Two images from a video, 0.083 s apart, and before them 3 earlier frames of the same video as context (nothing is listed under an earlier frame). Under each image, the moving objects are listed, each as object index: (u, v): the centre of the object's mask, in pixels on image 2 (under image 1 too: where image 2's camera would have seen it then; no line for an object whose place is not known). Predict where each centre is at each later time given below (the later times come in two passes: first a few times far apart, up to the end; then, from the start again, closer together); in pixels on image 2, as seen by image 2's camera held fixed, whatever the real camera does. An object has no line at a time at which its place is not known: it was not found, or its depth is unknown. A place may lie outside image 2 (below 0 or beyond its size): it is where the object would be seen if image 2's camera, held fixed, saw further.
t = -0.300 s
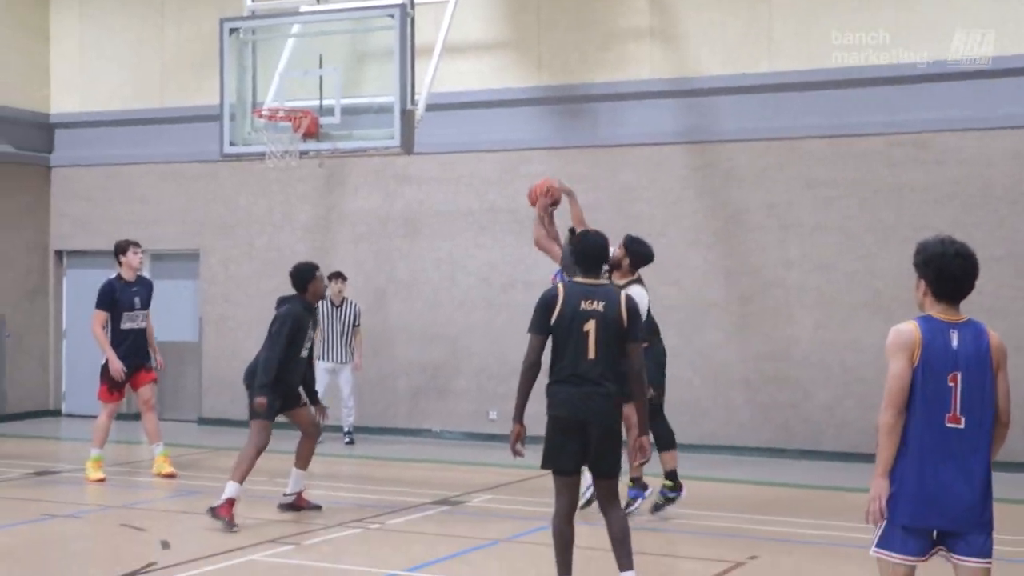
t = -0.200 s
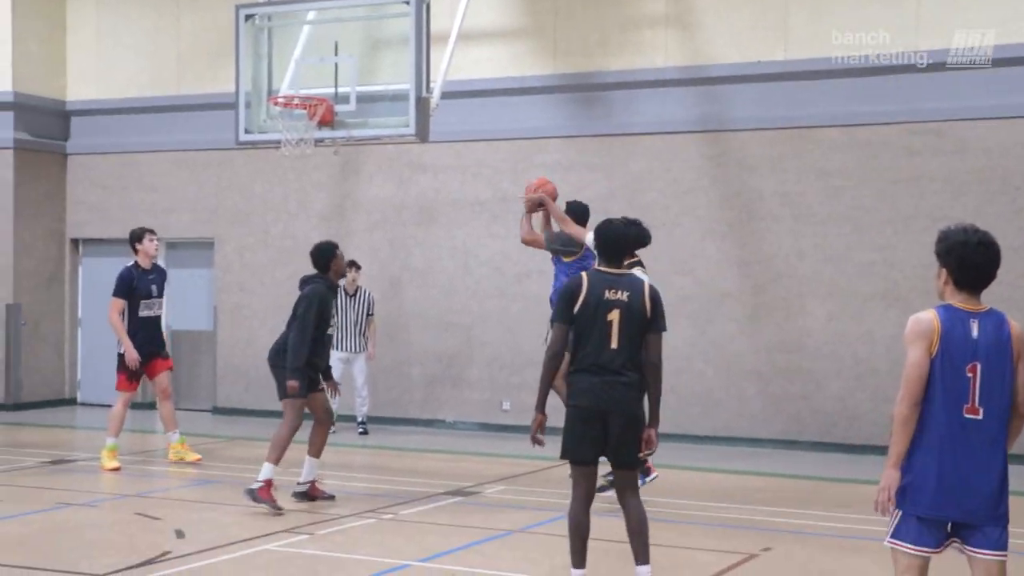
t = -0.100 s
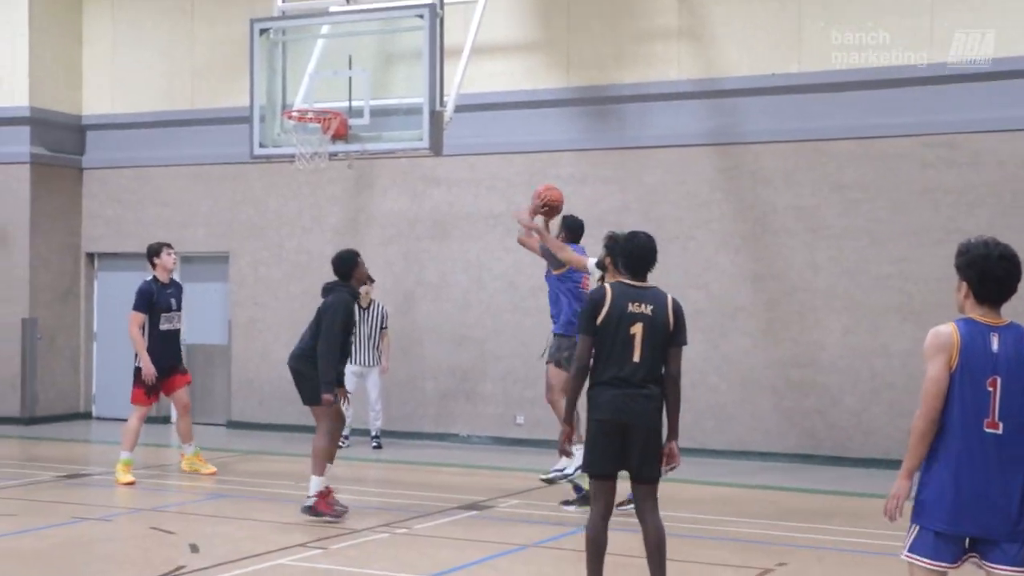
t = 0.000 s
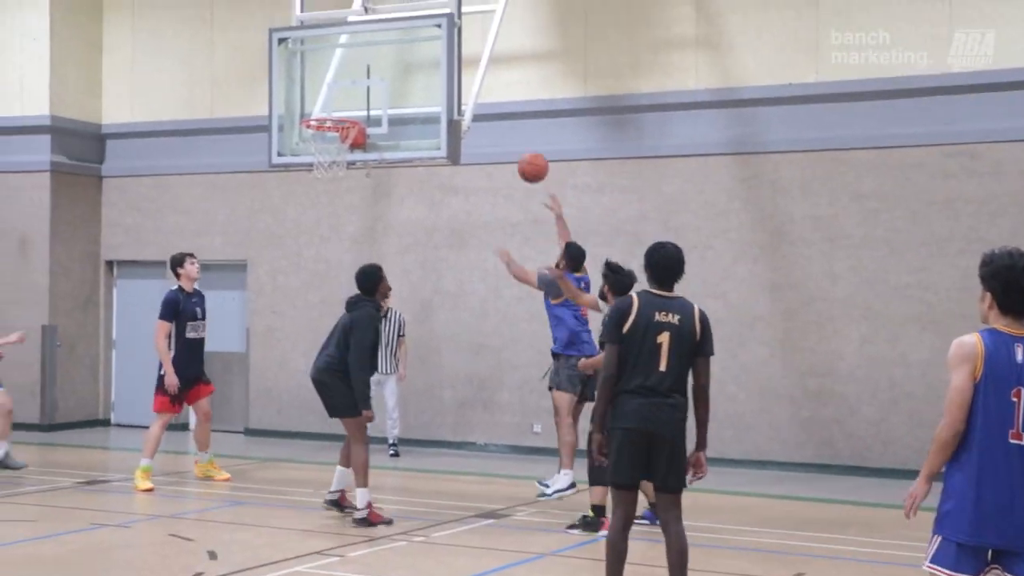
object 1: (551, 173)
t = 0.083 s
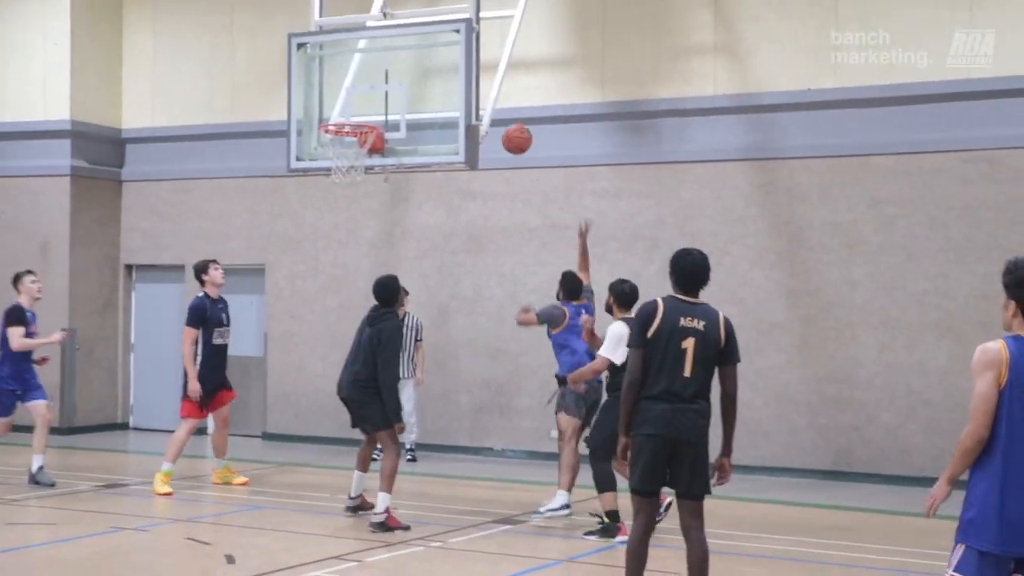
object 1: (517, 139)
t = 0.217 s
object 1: (465, 106)
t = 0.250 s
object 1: (453, 100)
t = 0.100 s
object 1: (510, 133)
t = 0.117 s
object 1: (504, 129)
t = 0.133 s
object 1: (497, 124)
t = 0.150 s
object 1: (490, 119)
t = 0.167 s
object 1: (484, 115)
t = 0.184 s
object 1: (478, 112)
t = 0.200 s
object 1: (471, 108)
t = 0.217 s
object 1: (465, 106)
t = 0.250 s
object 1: (453, 100)
